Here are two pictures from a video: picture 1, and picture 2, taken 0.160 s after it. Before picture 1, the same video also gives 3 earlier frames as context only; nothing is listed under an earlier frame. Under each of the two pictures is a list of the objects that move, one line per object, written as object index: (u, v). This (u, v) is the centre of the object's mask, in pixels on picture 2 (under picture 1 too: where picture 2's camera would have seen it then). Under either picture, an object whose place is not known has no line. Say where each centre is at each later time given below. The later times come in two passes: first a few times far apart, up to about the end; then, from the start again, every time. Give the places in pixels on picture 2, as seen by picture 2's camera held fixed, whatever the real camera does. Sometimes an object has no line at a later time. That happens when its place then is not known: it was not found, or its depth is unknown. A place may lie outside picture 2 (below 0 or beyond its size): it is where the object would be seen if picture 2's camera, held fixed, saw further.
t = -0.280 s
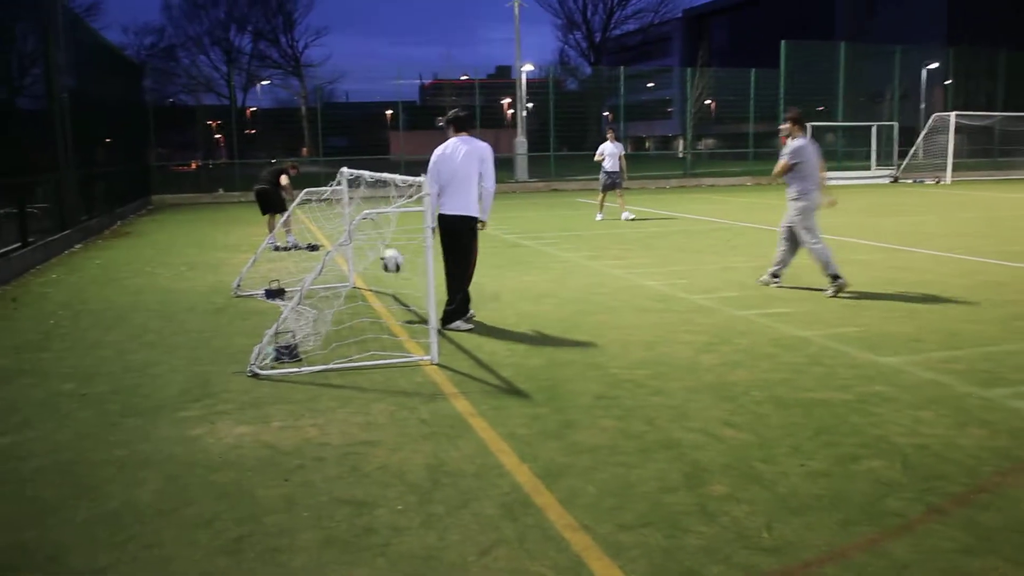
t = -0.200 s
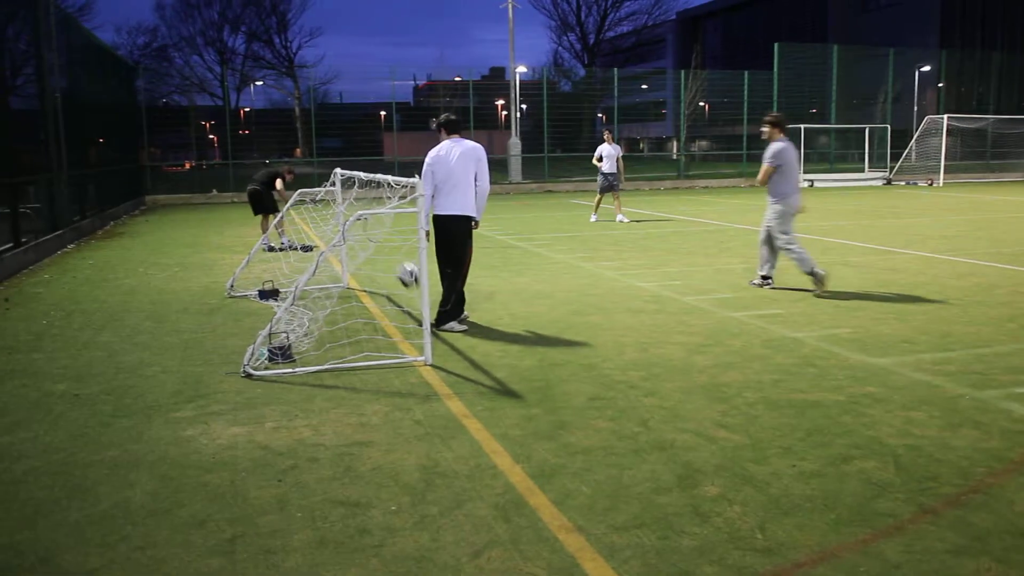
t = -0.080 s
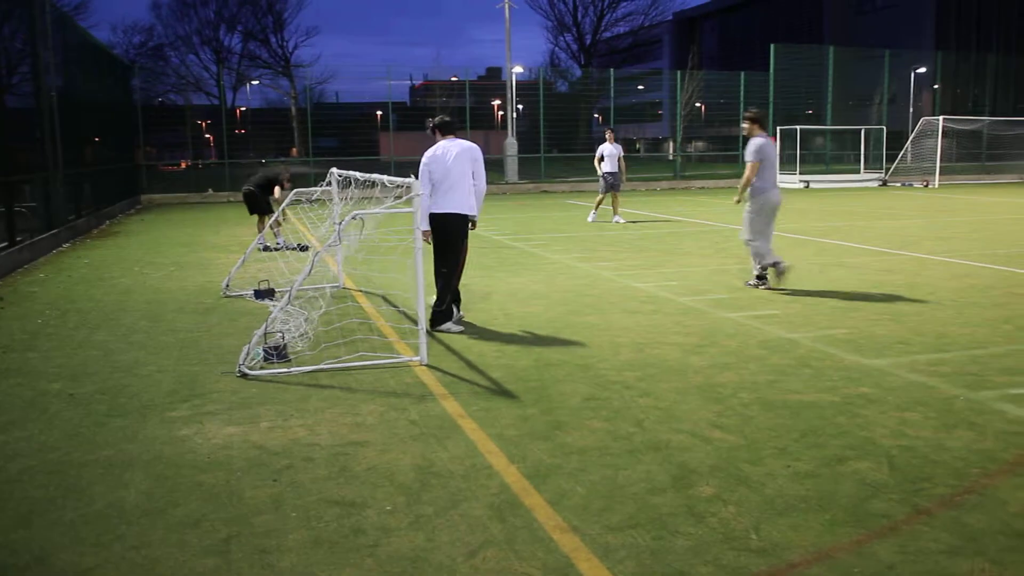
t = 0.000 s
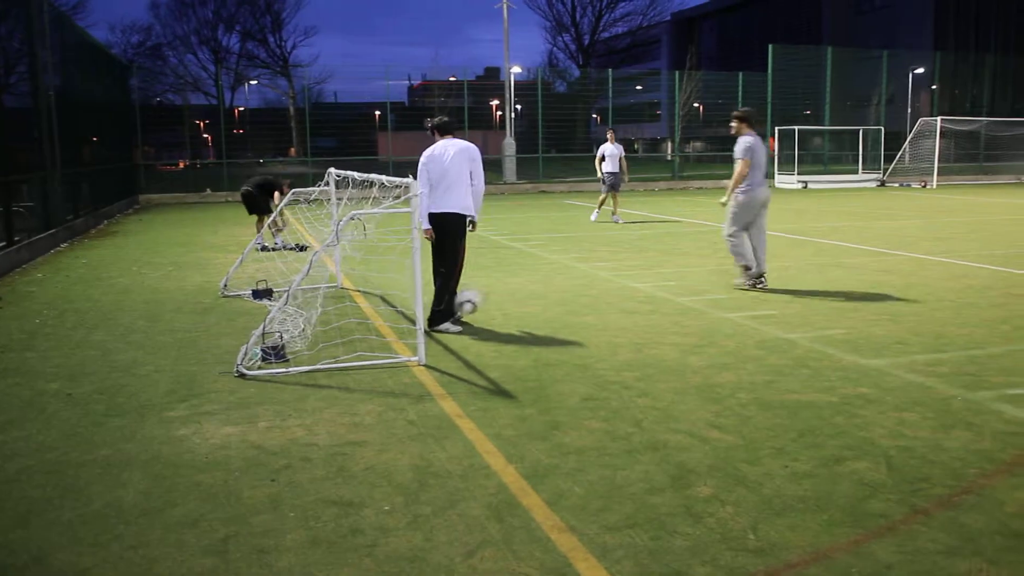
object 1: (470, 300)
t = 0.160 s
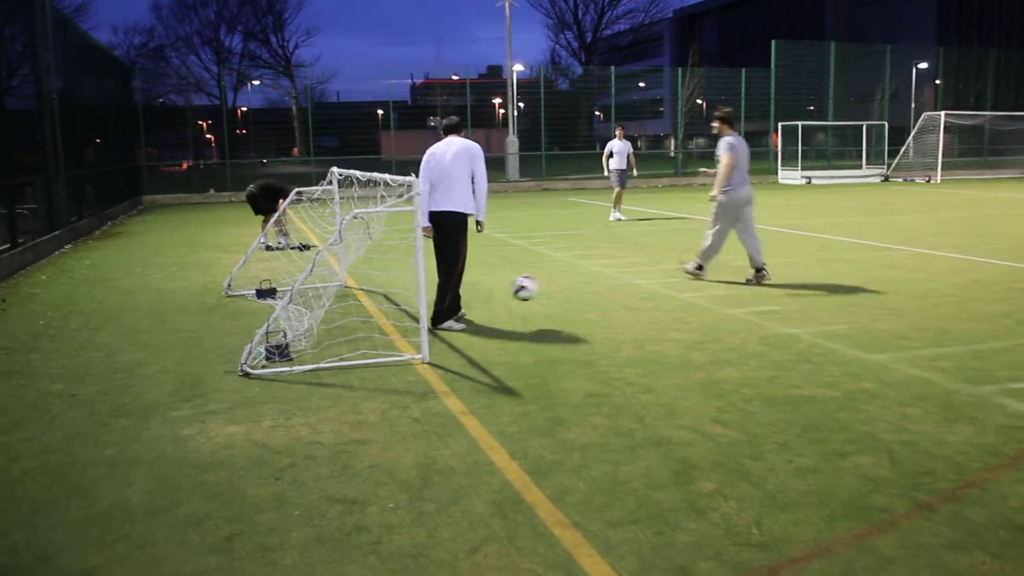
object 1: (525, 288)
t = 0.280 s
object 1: (566, 298)
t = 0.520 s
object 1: (653, 302)
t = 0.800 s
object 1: (760, 315)
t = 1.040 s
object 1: (853, 326)
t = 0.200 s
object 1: (538, 288)
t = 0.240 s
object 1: (553, 293)
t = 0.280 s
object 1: (566, 298)
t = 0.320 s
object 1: (581, 305)
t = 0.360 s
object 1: (595, 315)
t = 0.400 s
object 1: (609, 313)
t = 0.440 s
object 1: (625, 307)
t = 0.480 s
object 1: (639, 303)
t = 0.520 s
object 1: (653, 302)
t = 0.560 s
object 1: (668, 302)
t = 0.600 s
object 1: (683, 305)
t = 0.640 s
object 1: (697, 308)
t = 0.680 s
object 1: (713, 314)
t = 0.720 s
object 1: (728, 323)
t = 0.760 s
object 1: (744, 318)
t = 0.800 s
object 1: (760, 315)
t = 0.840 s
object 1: (774, 313)
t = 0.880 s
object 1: (791, 312)
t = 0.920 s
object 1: (806, 314)
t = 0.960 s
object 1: (821, 320)
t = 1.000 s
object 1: (837, 326)
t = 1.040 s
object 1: (853, 326)
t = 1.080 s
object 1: (869, 323)
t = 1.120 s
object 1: (886, 321)
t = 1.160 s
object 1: (902, 322)
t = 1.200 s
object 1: (918, 325)
